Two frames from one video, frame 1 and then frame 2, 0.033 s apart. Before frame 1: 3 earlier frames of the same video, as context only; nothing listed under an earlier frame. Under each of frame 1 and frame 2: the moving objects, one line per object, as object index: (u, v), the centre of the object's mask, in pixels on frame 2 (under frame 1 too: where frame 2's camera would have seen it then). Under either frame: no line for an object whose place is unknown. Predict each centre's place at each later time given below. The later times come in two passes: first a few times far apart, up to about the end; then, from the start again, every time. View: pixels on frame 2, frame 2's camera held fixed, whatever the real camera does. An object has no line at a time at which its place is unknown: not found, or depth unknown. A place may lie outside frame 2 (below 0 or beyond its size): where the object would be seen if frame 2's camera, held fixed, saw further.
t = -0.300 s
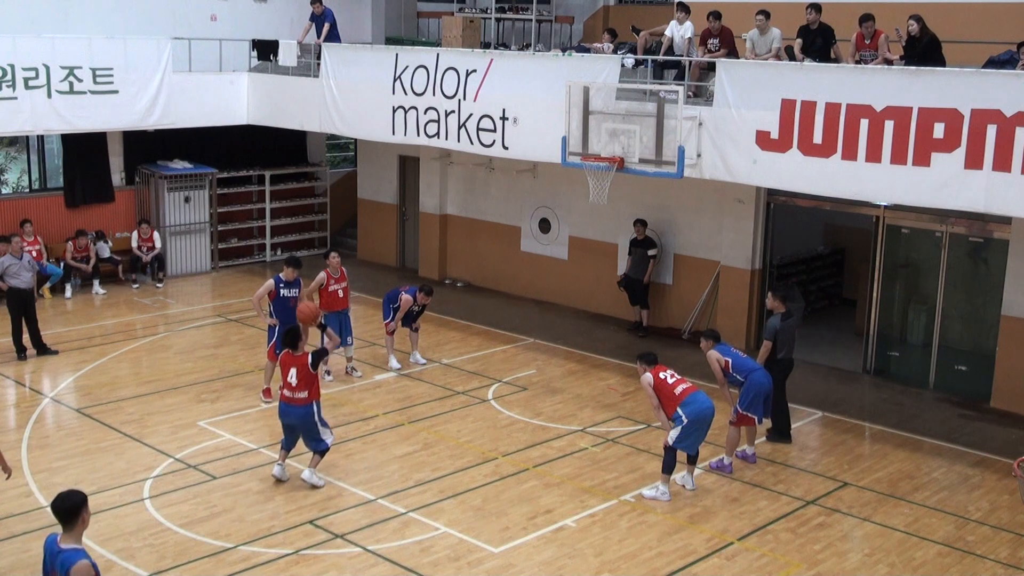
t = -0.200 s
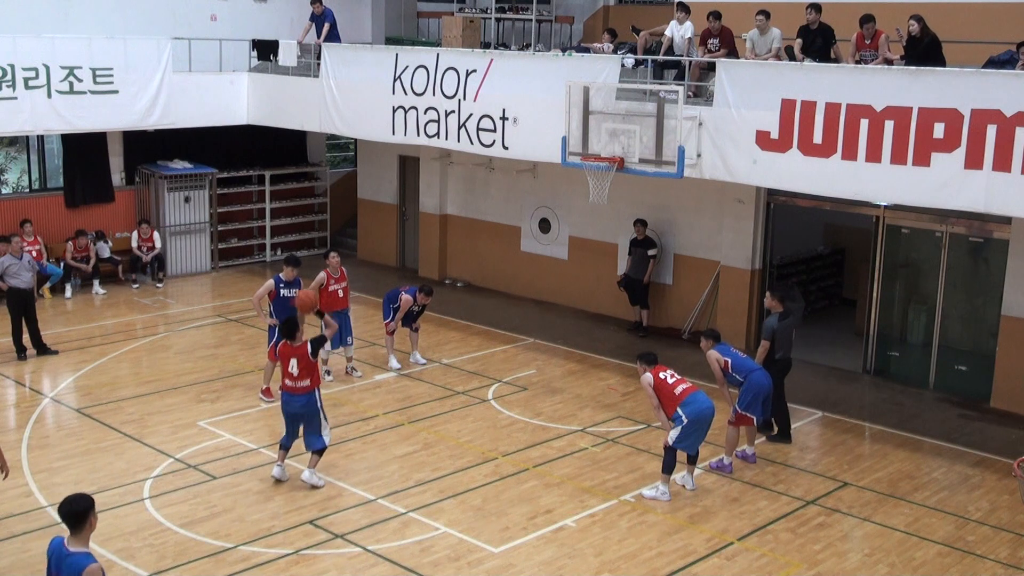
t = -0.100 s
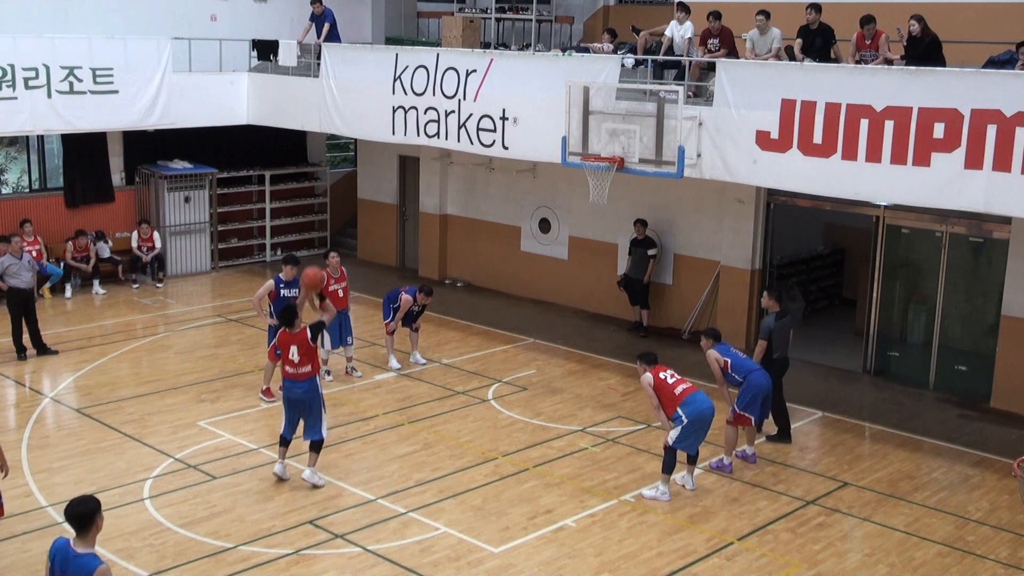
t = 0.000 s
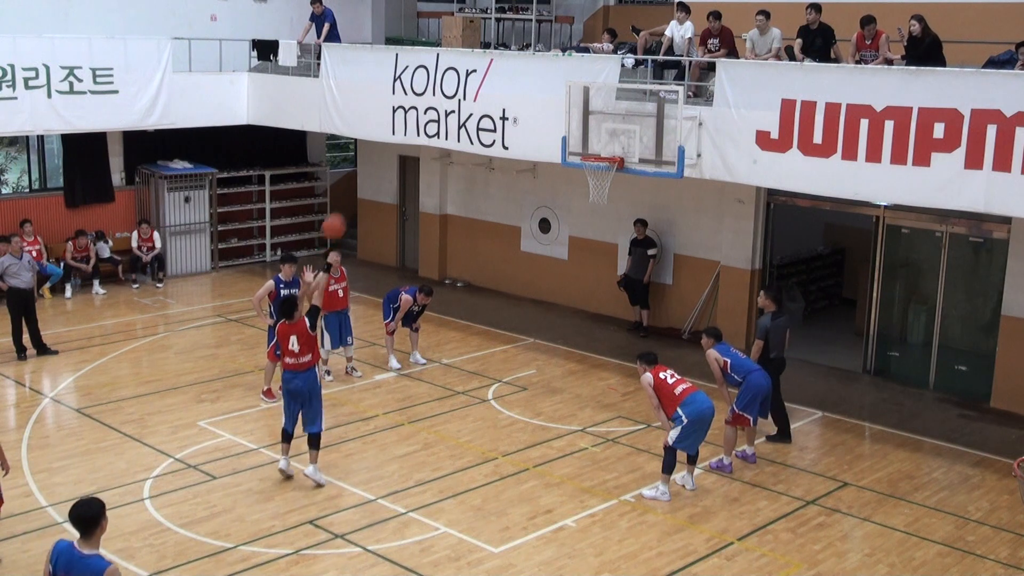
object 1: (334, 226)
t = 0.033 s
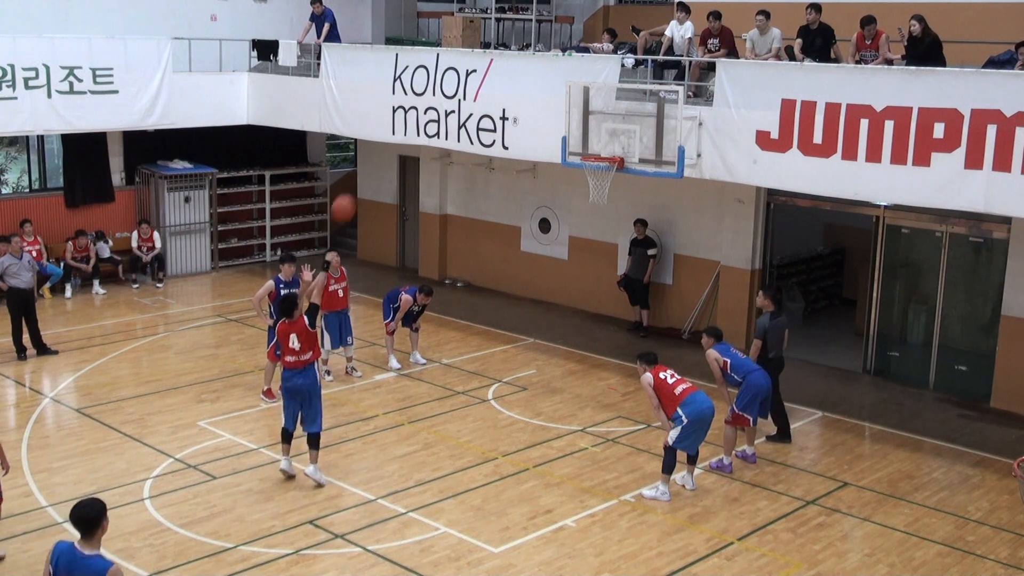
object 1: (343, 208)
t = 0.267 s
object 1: (409, 107)
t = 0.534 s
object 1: (477, 60)
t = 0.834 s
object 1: (544, 83)
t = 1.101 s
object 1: (593, 151)
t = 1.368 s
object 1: (601, 131)
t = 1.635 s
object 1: (587, 141)
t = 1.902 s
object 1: (597, 149)
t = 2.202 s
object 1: (609, 188)
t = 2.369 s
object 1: (608, 219)
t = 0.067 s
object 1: (352, 190)
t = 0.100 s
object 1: (363, 173)
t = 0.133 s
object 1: (372, 158)
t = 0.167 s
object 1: (381, 145)
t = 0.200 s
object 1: (390, 130)
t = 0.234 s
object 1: (400, 117)
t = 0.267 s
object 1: (409, 107)
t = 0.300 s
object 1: (418, 97)
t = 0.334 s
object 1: (427, 89)
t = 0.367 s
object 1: (436, 81)
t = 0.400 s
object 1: (444, 75)
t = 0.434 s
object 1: (453, 69)
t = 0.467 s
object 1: (461, 65)
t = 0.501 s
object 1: (469, 62)
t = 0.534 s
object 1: (477, 60)
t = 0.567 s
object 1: (485, 58)
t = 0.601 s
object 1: (493, 58)
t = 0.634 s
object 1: (500, 59)
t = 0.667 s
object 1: (508, 61)
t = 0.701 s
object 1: (515, 63)
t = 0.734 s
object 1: (523, 67)
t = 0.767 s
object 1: (530, 71)
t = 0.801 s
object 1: (537, 77)
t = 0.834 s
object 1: (544, 83)
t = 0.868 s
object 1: (550, 90)
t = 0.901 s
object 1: (557, 98)
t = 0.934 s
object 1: (563, 107)
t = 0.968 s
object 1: (570, 116)
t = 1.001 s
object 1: (576, 126)
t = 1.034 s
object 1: (582, 137)
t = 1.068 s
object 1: (588, 149)
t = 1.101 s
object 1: (593, 151)
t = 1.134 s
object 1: (598, 150)
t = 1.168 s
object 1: (604, 151)
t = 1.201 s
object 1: (608, 151)
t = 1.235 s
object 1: (607, 146)
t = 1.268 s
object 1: (606, 142)
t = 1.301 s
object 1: (604, 137)
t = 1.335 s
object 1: (602, 133)
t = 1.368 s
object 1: (601, 131)
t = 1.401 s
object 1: (599, 129)
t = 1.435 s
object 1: (598, 128)
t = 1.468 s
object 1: (596, 128)
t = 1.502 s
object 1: (595, 129)
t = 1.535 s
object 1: (592, 131)
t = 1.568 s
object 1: (590, 133)
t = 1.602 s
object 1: (588, 137)
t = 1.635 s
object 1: (587, 141)
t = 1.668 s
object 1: (585, 146)
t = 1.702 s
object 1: (585, 148)
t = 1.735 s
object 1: (587, 147)
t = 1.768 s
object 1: (589, 146)
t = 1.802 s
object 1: (591, 146)
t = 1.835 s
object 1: (593, 146)
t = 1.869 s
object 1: (595, 147)
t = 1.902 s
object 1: (597, 149)
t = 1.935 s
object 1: (600, 152)
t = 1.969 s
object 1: (602, 154)
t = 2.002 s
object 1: (604, 161)
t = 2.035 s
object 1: (605, 170)
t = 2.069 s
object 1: (607, 174)
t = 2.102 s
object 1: (609, 179)
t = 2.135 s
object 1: (609, 182)
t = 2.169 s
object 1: (609, 185)
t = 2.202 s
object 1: (609, 188)
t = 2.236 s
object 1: (609, 194)
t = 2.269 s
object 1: (608, 198)
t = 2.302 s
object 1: (608, 204)
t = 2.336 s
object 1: (608, 211)
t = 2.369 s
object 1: (608, 219)
